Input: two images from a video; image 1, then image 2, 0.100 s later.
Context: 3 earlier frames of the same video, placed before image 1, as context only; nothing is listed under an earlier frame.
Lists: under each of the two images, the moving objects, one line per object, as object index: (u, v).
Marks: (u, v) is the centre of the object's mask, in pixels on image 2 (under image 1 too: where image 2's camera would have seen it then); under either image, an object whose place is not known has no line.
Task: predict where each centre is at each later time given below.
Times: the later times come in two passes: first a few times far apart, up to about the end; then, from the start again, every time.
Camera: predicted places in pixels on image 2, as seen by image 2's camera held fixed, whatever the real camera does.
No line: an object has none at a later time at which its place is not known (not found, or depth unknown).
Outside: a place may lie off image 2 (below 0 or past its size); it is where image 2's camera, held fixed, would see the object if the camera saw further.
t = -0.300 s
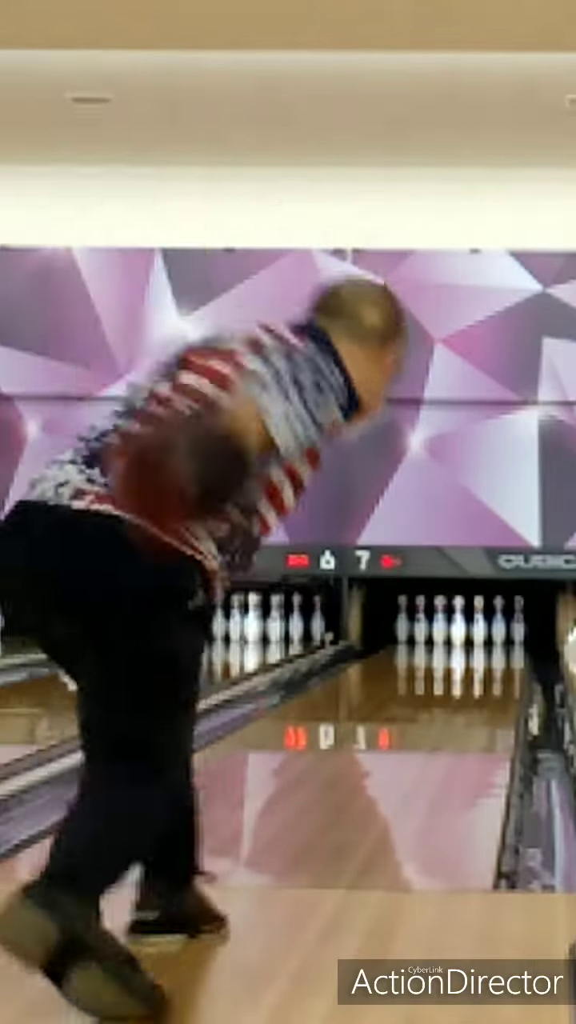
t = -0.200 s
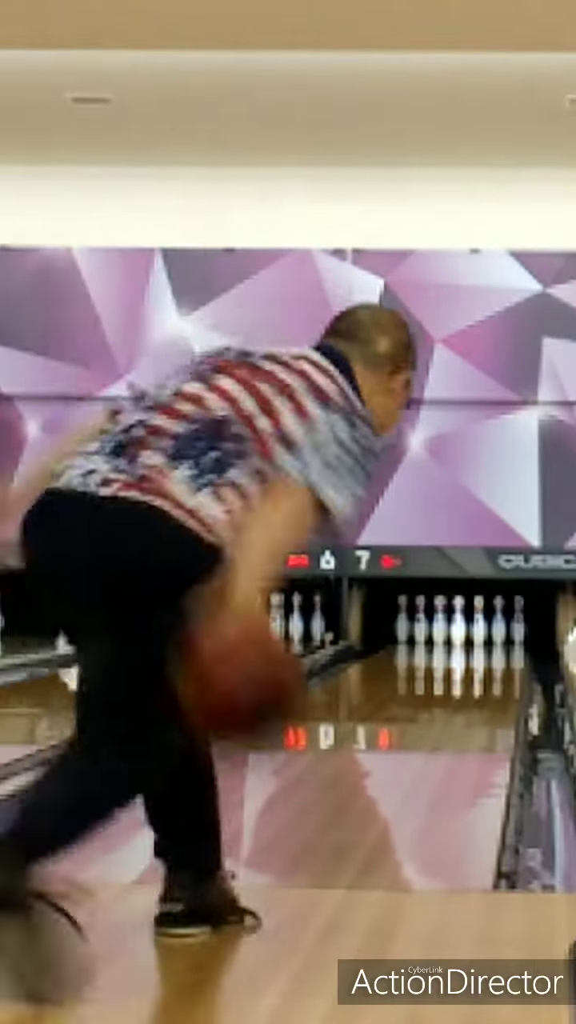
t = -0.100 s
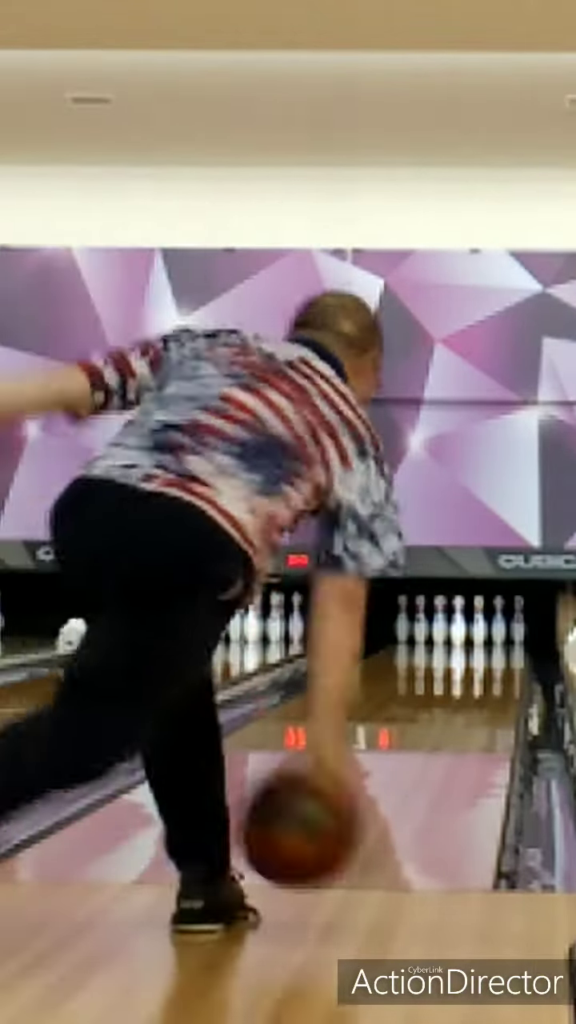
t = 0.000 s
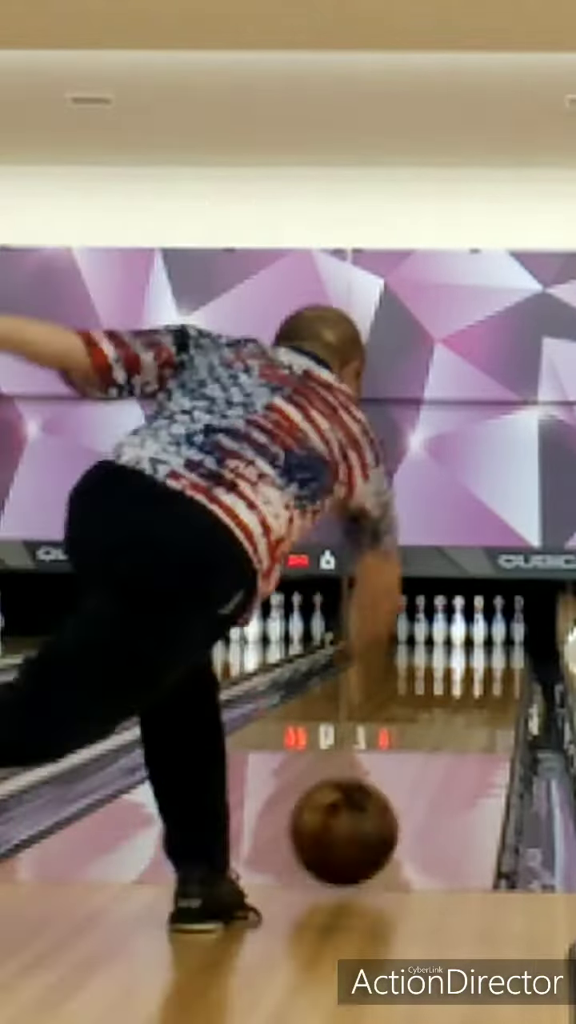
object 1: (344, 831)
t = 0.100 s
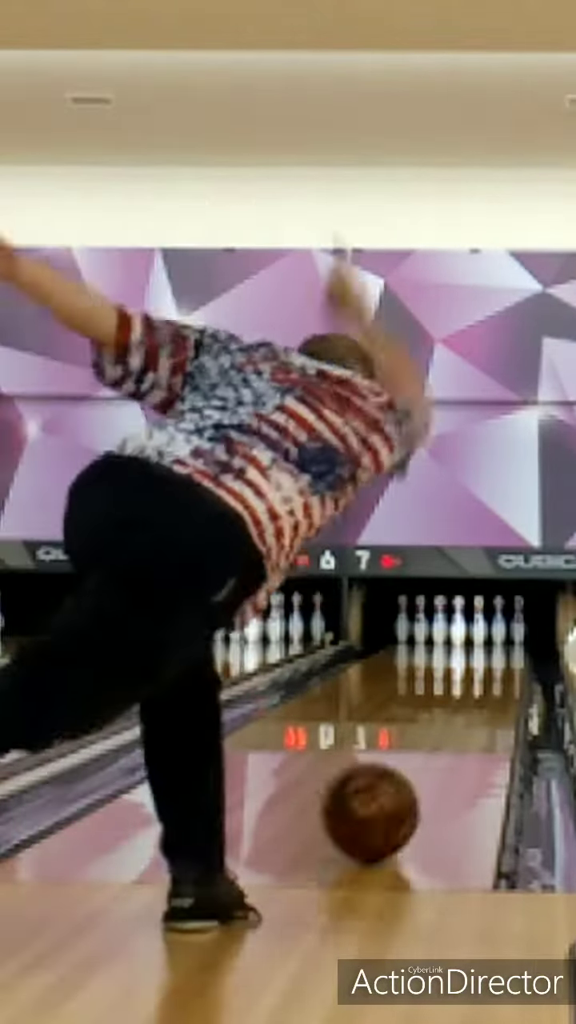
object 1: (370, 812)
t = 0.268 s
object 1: (403, 777)
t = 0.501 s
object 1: (434, 742)
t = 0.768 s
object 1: (457, 714)
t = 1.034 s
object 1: (472, 693)
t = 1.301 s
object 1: (482, 677)
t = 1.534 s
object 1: (488, 666)
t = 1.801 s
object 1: (490, 657)
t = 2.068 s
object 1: (491, 650)
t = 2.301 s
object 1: (487, 643)
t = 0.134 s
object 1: (378, 804)
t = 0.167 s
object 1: (384, 796)
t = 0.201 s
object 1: (392, 789)
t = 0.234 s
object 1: (398, 783)
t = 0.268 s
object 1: (403, 777)
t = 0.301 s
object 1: (408, 770)
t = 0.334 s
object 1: (413, 765)
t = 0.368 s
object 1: (418, 759)
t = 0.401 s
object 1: (422, 755)
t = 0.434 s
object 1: (426, 751)
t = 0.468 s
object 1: (431, 747)
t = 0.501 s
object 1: (434, 742)
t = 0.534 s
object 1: (437, 737)
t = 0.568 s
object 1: (440, 735)
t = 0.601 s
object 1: (443, 730)
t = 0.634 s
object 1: (446, 727)
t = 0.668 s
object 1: (450, 724)
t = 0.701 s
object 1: (453, 720)
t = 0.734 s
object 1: (455, 717)
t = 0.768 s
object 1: (457, 714)
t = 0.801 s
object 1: (459, 711)
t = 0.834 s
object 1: (462, 709)
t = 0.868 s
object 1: (464, 705)
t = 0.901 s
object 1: (465, 703)
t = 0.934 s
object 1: (467, 699)
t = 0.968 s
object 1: (469, 696)
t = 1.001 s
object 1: (470, 694)
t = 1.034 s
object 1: (472, 693)
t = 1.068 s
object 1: (473, 690)
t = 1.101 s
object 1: (474, 688)
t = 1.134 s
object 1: (476, 687)
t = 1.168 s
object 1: (477, 686)
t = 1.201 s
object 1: (480, 683)
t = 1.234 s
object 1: (480, 681)
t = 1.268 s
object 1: (481, 679)
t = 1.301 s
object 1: (482, 677)
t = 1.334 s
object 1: (484, 676)
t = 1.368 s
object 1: (485, 673)
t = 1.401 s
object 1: (484, 673)
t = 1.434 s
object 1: (486, 671)
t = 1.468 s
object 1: (486, 670)
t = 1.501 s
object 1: (487, 668)
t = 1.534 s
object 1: (488, 666)
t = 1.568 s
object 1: (487, 666)
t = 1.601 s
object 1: (489, 664)
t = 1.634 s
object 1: (490, 664)
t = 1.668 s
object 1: (490, 663)
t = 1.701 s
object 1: (489, 661)
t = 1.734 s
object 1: (490, 660)
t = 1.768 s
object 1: (490, 658)
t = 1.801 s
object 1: (490, 657)
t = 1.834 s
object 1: (490, 656)
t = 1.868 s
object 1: (491, 655)
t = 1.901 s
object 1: (492, 654)
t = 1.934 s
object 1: (492, 654)
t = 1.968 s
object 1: (492, 652)
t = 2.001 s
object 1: (491, 651)
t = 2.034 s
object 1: (491, 649)
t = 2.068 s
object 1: (491, 650)
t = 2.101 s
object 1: (491, 649)
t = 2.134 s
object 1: (490, 648)
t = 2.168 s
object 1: (489, 647)
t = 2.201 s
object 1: (489, 646)
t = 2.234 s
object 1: (488, 645)
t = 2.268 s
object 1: (488, 644)
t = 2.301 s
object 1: (487, 643)
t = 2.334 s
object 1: (485, 643)
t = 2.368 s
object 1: (483, 642)
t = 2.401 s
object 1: (482, 641)
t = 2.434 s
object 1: (481, 640)
